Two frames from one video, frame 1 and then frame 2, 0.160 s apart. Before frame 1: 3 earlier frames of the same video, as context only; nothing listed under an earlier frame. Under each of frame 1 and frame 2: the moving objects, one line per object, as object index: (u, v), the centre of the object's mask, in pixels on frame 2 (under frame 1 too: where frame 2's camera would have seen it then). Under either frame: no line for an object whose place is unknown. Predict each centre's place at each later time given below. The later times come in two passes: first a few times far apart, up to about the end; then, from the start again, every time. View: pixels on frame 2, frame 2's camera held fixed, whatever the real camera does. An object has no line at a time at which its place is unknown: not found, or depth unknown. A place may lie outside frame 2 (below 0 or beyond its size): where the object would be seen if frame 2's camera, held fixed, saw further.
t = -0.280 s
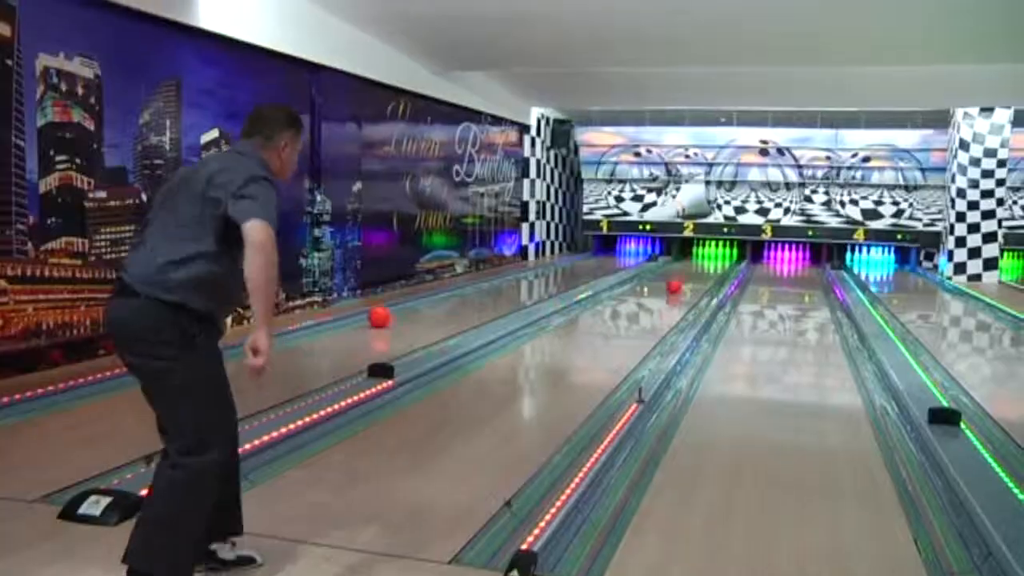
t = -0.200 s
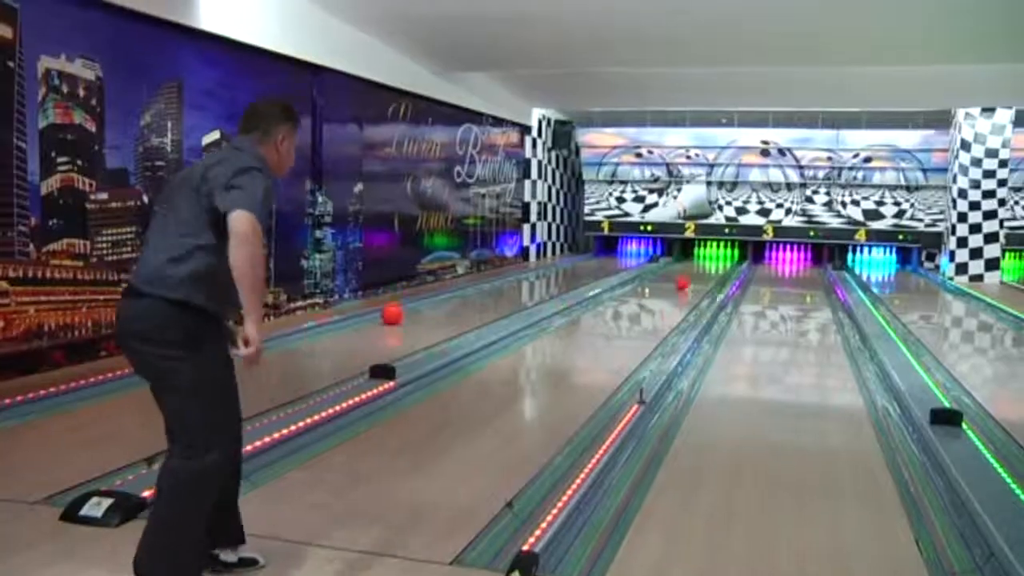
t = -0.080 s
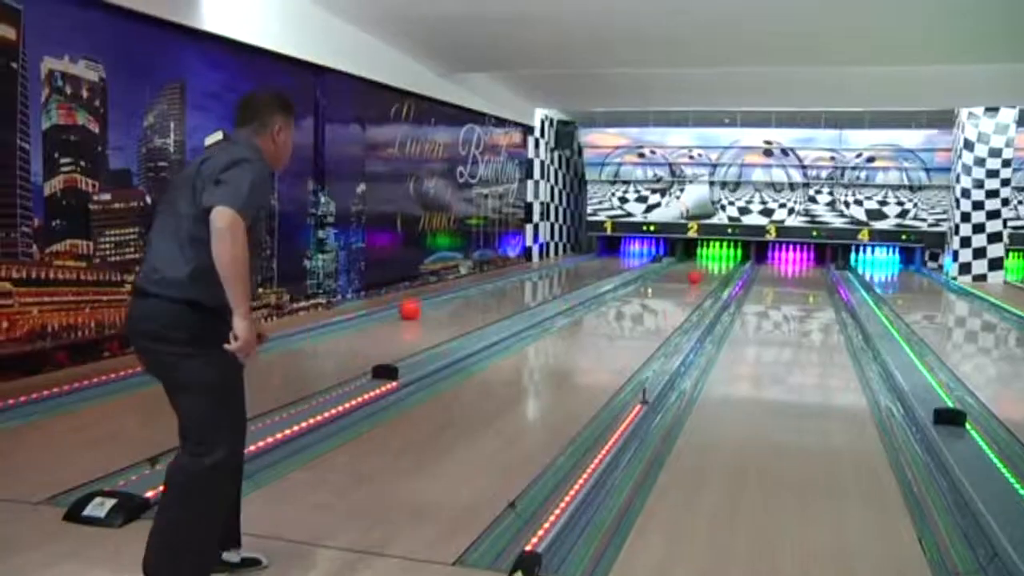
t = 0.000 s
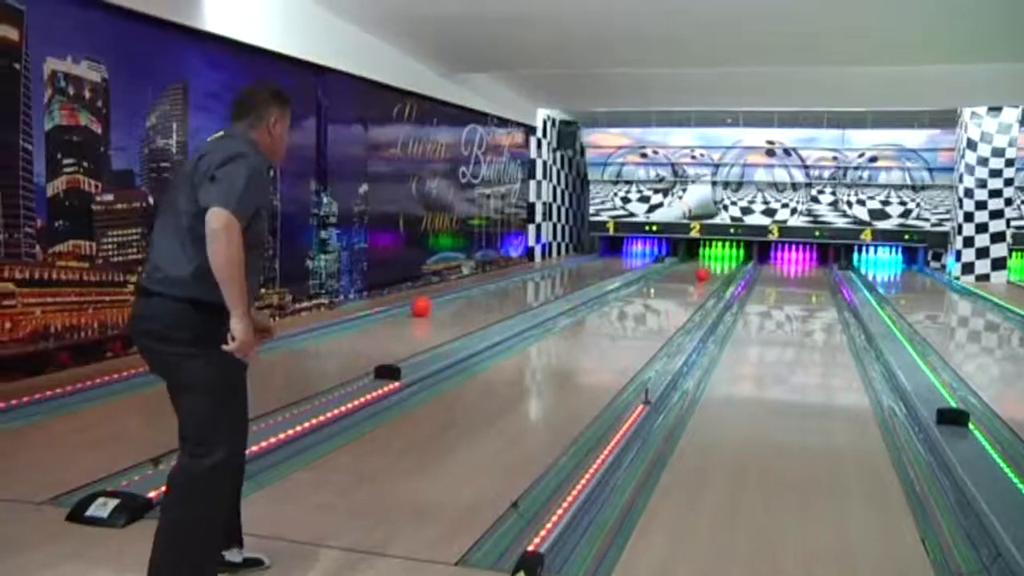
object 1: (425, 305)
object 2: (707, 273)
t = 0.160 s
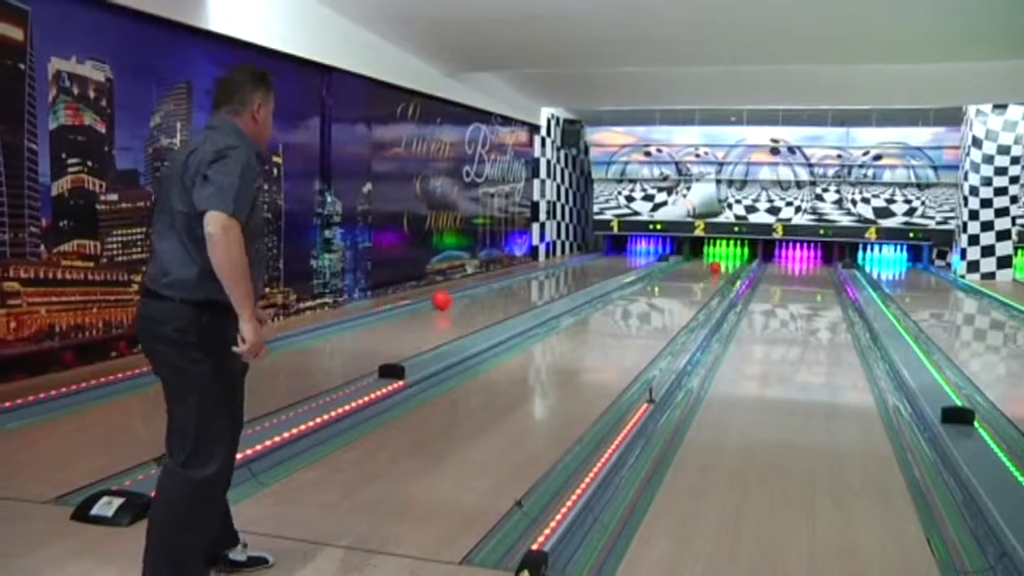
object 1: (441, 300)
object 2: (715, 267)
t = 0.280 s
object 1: (451, 296)
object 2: (722, 264)
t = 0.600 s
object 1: (477, 288)
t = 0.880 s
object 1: (493, 283)
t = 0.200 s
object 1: (445, 298)
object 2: (716, 266)
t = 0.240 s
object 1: (449, 297)
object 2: (719, 265)
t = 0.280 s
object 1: (451, 296)
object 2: (722, 264)
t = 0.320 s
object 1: (456, 295)
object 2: (723, 263)
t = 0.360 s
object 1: (459, 294)
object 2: (725, 261)
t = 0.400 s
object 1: (462, 293)
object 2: (726, 260)
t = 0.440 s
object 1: (465, 292)
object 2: (729, 259)
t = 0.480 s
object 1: (468, 291)
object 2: (730, 259)
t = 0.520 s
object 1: (471, 290)
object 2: (731, 258)
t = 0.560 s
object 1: (474, 289)
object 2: (732, 258)
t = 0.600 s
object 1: (477, 288)
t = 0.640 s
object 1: (480, 287)
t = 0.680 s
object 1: (482, 286)
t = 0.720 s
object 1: (484, 286)
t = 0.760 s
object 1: (486, 285)
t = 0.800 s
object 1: (489, 284)
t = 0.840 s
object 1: (492, 283)
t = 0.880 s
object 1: (493, 283)
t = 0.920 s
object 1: (495, 282)
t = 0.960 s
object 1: (497, 282)
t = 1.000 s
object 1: (500, 280)
